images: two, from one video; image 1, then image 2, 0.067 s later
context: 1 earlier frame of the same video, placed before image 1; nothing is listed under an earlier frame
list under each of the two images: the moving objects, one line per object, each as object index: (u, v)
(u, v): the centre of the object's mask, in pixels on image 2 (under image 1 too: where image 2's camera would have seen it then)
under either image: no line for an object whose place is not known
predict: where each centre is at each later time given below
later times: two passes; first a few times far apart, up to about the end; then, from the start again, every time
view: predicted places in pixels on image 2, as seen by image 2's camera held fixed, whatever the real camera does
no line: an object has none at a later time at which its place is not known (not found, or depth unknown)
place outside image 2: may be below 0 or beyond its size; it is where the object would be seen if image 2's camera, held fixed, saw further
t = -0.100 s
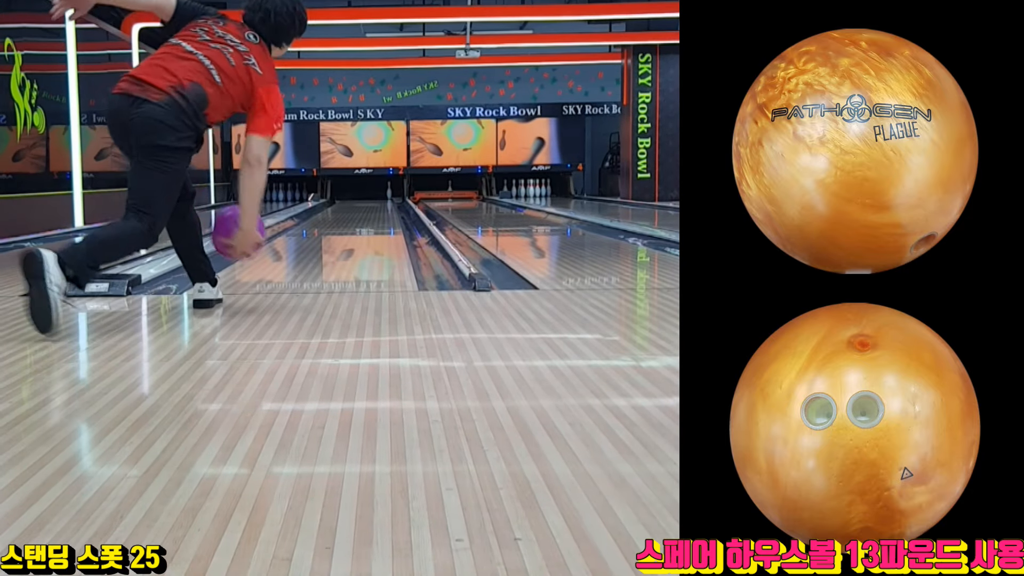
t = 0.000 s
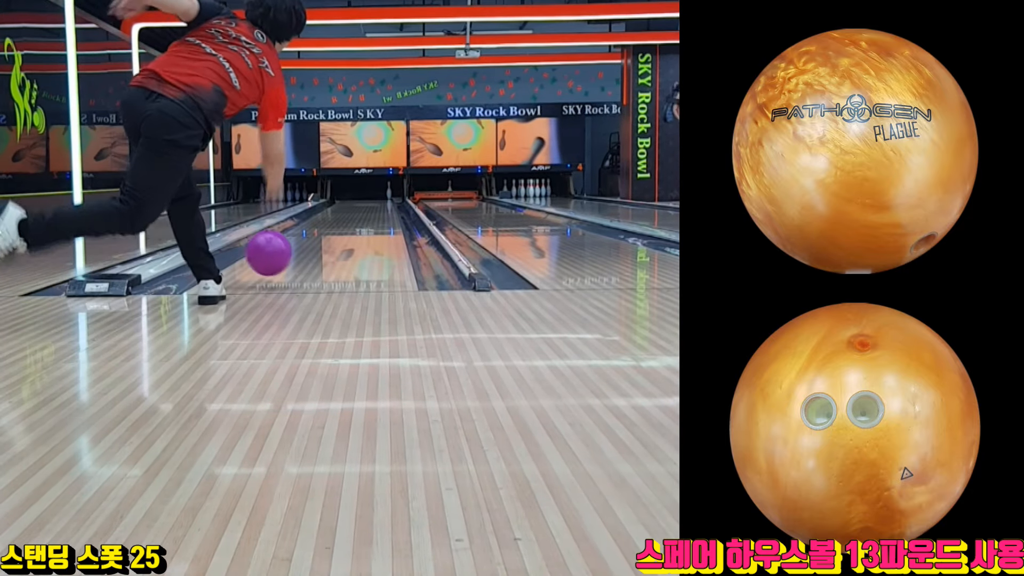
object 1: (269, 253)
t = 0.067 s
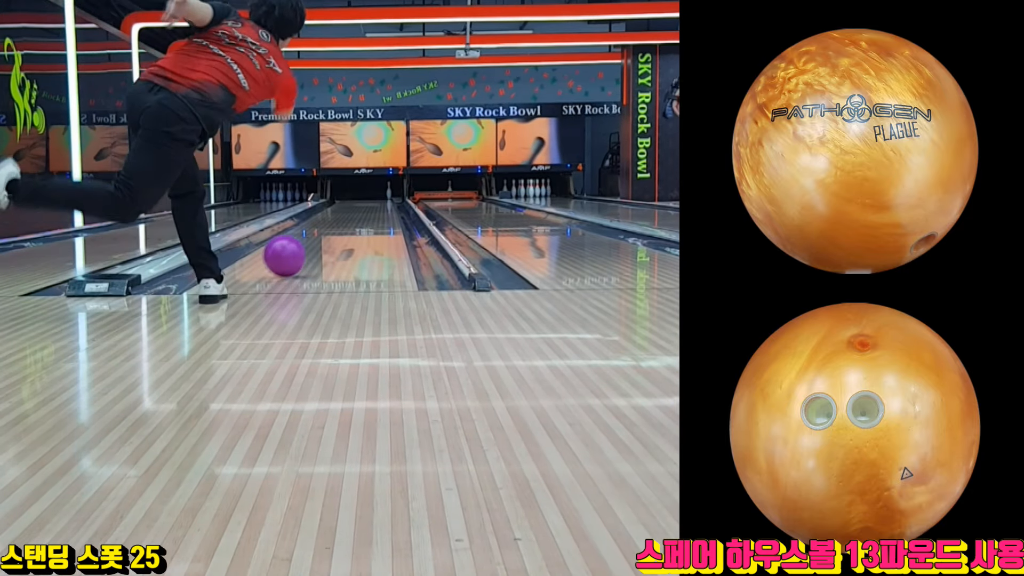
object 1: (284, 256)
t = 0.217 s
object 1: (310, 243)
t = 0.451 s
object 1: (336, 229)
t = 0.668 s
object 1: (351, 220)
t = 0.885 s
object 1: (362, 214)
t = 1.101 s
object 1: (369, 209)
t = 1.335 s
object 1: (376, 205)
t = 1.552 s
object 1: (380, 202)
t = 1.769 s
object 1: (383, 200)
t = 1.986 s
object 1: (384, 197)
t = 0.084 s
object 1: (288, 254)
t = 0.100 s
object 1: (291, 252)
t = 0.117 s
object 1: (294, 252)
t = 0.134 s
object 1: (297, 250)
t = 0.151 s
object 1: (300, 248)
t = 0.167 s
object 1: (302, 247)
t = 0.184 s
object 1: (305, 245)
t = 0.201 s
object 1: (308, 244)
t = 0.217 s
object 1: (310, 243)
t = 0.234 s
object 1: (312, 242)
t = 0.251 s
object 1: (315, 241)
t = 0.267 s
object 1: (317, 239)
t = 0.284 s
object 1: (319, 238)
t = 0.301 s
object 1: (321, 237)
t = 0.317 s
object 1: (323, 236)
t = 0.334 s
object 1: (324, 235)
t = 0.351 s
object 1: (326, 234)
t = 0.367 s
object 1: (328, 233)
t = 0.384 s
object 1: (330, 232)
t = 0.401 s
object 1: (331, 231)
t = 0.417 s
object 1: (333, 231)
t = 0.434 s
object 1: (334, 229)
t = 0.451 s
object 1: (336, 229)
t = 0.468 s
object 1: (337, 228)
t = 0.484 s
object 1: (338, 227)
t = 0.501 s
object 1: (340, 226)
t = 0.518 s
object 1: (341, 225)
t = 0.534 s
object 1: (342, 224)
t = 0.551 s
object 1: (344, 224)
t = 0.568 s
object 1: (345, 223)
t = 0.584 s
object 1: (346, 222)
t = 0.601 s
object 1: (347, 222)
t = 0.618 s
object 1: (348, 221)
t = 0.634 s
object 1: (349, 221)
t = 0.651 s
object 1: (350, 220)
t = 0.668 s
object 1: (351, 220)
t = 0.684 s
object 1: (351, 219)
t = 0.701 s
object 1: (353, 218)
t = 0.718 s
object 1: (354, 218)
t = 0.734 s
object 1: (355, 217)
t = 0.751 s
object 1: (355, 217)
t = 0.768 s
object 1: (356, 216)
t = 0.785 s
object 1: (357, 216)
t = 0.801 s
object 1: (358, 215)
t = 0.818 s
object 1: (359, 215)
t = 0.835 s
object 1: (360, 215)
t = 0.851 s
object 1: (360, 214)
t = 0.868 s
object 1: (361, 214)
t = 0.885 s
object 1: (362, 214)
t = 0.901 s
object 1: (362, 213)
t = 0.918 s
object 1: (363, 213)
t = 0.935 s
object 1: (364, 212)
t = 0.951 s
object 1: (365, 212)
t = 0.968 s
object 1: (365, 211)
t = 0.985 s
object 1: (366, 211)
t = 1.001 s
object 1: (366, 211)
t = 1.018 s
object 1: (367, 210)
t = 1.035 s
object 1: (367, 210)
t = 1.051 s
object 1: (368, 210)
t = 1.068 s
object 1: (369, 209)
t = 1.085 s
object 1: (369, 209)
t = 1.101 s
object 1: (369, 209)
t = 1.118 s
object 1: (370, 208)
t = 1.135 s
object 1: (371, 208)
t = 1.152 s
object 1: (371, 208)
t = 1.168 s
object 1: (371, 207)
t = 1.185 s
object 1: (372, 207)
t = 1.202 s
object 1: (372, 207)
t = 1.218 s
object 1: (373, 206)
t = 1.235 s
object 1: (373, 206)
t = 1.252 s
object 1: (374, 206)
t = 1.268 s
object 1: (374, 206)
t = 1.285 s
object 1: (375, 205)
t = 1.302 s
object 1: (375, 205)
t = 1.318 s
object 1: (376, 205)
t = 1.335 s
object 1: (376, 205)
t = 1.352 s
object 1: (376, 204)
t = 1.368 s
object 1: (376, 204)
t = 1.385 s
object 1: (377, 204)
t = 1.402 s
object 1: (377, 204)
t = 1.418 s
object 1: (377, 204)
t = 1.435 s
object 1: (378, 203)
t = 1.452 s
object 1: (378, 203)
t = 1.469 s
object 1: (379, 202)
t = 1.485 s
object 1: (379, 202)
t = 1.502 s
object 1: (379, 202)
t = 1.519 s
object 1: (379, 202)
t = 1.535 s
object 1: (380, 202)
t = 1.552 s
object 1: (380, 202)
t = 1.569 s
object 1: (380, 202)
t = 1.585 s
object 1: (381, 201)
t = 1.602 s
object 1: (381, 201)
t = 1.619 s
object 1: (381, 201)
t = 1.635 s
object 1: (381, 201)
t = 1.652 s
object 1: (382, 201)
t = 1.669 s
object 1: (382, 200)
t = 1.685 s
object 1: (382, 200)
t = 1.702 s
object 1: (382, 200)
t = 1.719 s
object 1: (382, 200)
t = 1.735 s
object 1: (383, 200)
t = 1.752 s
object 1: (383, 200)
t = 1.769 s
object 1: (383, 200)
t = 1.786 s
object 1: (383, 199)
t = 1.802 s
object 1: (383, 199)
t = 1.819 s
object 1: (384, 199)
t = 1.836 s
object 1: (384, 198)
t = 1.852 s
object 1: (384, 198)
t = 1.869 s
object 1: (384, 198)
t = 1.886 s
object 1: (384, 198)
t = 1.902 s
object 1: (384, 198)
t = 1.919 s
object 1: (384, 198)
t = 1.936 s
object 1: (384, 198)
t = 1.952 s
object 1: (384, 198)
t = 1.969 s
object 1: (384, 198)
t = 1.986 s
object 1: (384, 197)
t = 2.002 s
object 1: (384, 197)
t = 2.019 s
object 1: (385, 197)
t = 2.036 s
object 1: (385, 197)
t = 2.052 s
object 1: (385, 197)
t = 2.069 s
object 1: (385, 197)
